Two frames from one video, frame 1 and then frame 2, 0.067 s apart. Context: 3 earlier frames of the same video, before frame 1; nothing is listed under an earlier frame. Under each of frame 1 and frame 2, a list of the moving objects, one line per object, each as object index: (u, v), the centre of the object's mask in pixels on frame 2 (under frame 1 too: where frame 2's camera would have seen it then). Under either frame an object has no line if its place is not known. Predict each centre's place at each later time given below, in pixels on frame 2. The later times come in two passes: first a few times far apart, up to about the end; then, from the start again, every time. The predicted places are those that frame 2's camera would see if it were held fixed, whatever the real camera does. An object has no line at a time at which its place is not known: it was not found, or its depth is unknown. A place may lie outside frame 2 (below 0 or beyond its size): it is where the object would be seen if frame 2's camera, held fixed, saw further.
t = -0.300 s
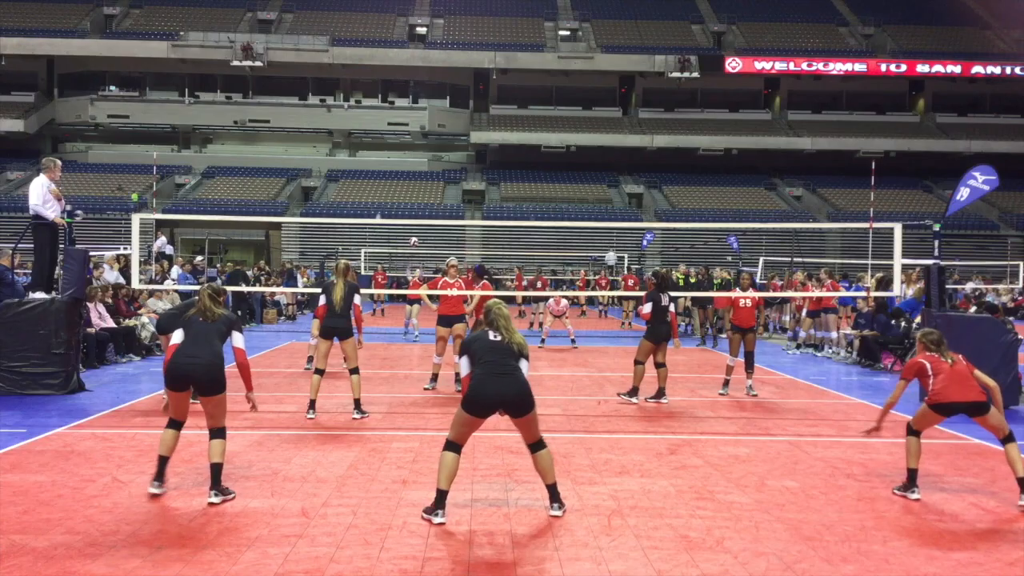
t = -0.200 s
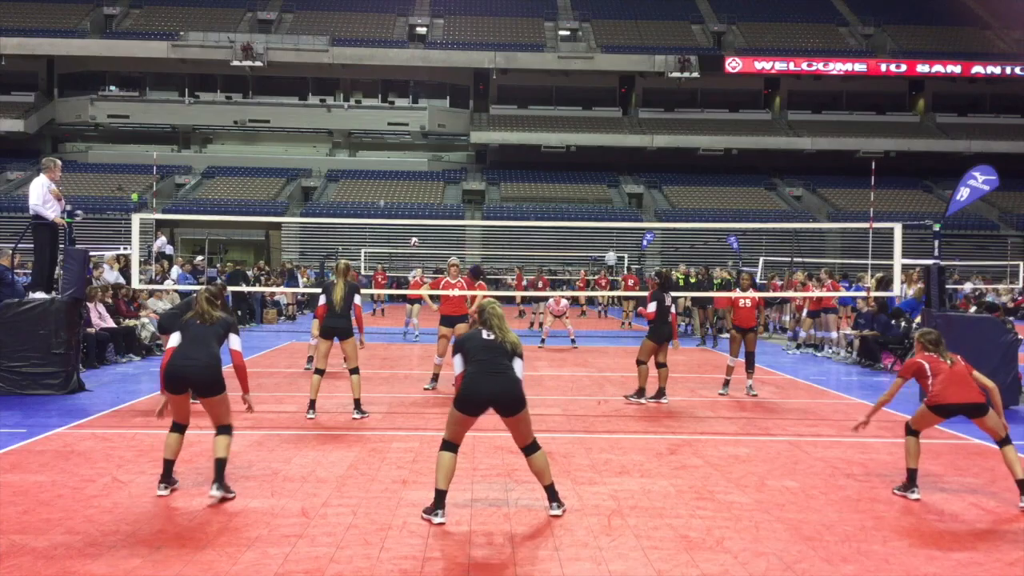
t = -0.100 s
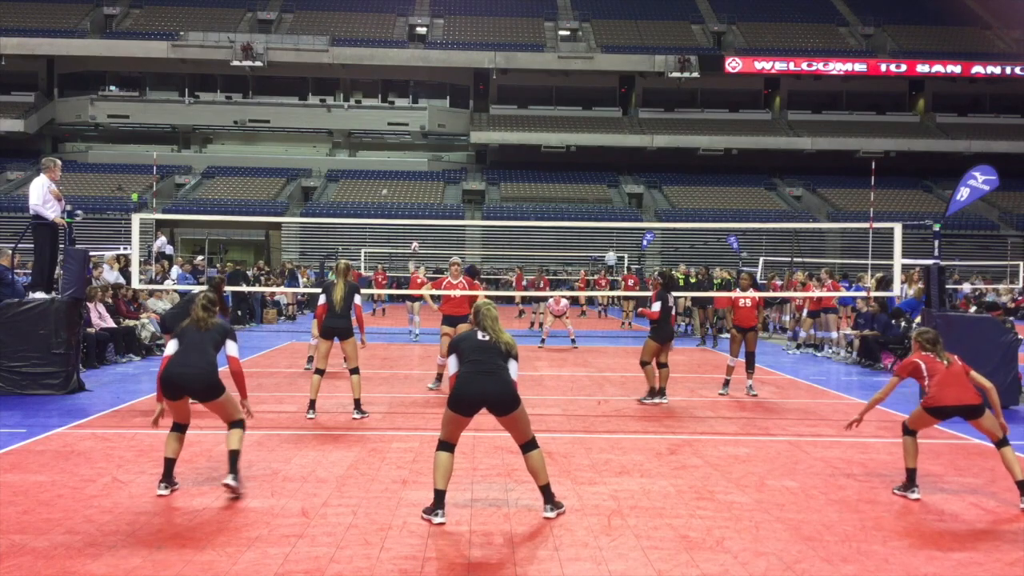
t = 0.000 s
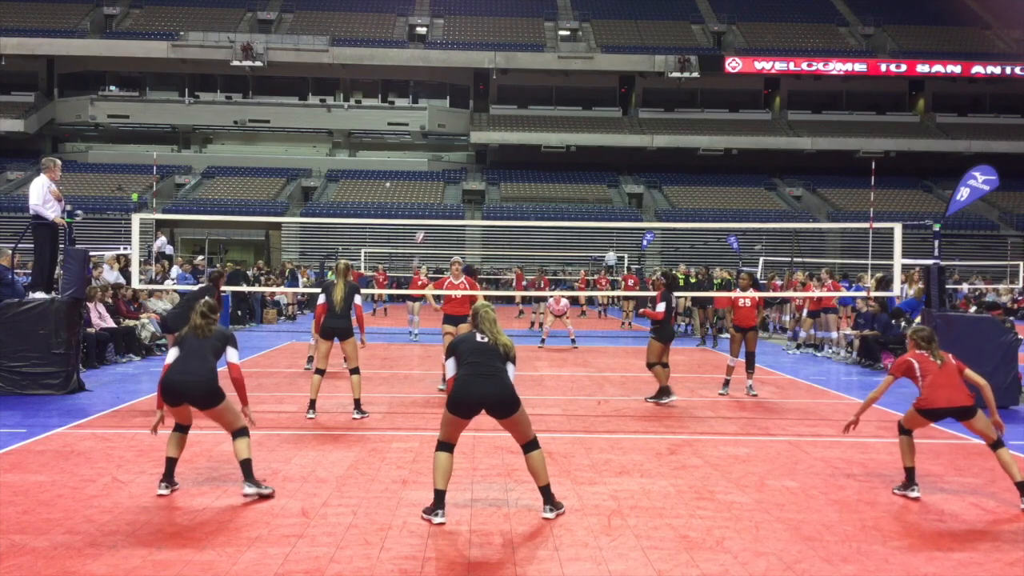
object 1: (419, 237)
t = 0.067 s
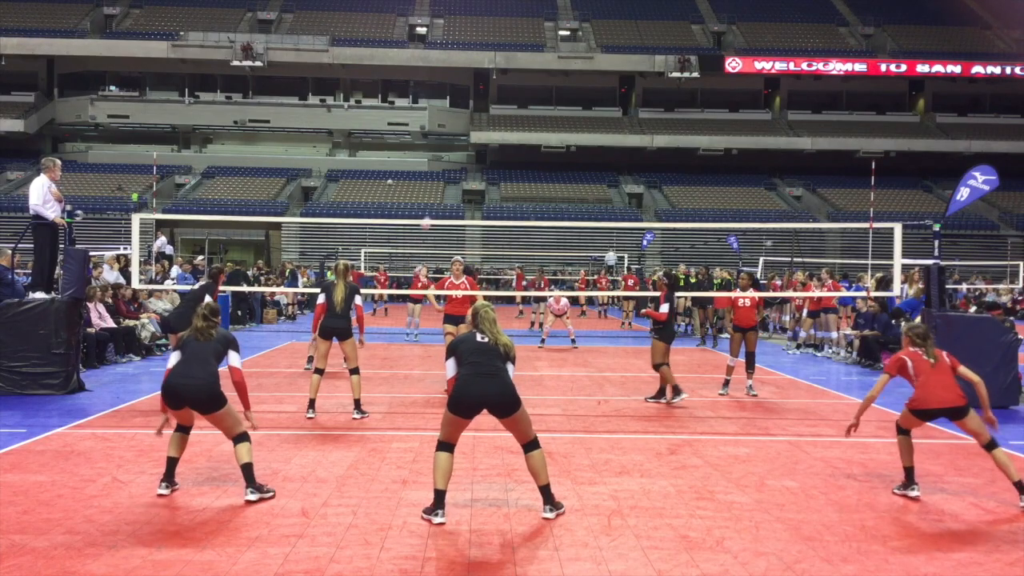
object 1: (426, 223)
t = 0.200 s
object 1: (441, 198)
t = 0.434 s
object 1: (477, 165)
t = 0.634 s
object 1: (517, 160)
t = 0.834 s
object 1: (569, 187)
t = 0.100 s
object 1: (429, 215)
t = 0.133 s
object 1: (433, 210)
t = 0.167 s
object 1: (437, 203)
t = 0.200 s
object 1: (441, 198)
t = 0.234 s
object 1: (445, 192)
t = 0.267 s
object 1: (451, 186)
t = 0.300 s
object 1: (456, 181)
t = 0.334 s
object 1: (460, 176)
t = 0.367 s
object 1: (466, 172)
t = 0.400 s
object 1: (471, 168)
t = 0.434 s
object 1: (477, 165)
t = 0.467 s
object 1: (483, 163)
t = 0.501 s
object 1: (490, 161)
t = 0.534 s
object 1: (496, 159)
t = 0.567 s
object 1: (503, 159)
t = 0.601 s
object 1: (510, 159)
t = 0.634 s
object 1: (517, 160)
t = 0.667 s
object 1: (525, 162)
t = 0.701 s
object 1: (533, 164)
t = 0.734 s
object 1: (541, 168)
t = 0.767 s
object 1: (550, 172)
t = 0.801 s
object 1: (559, 179)
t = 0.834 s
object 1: (569, 187)
